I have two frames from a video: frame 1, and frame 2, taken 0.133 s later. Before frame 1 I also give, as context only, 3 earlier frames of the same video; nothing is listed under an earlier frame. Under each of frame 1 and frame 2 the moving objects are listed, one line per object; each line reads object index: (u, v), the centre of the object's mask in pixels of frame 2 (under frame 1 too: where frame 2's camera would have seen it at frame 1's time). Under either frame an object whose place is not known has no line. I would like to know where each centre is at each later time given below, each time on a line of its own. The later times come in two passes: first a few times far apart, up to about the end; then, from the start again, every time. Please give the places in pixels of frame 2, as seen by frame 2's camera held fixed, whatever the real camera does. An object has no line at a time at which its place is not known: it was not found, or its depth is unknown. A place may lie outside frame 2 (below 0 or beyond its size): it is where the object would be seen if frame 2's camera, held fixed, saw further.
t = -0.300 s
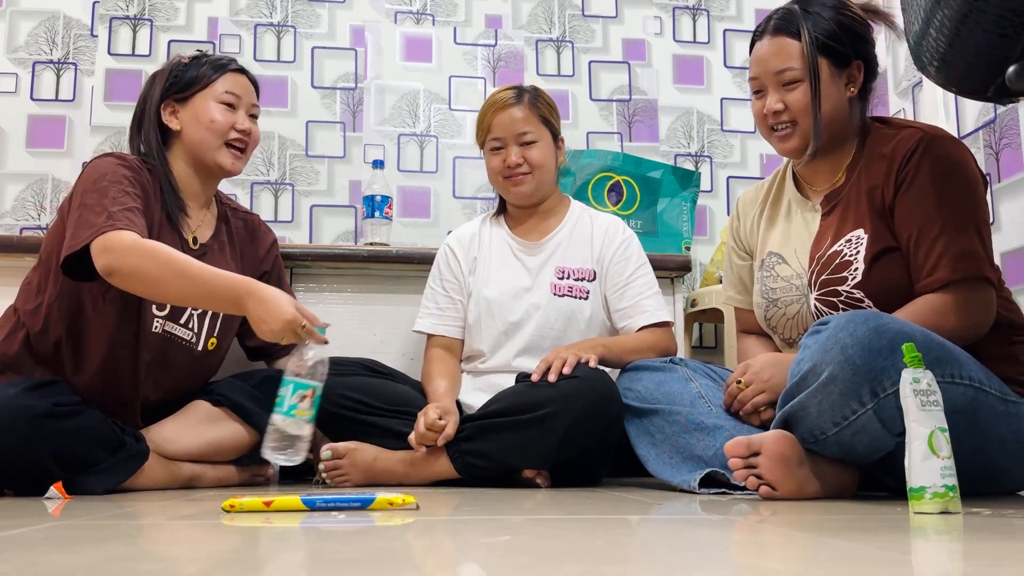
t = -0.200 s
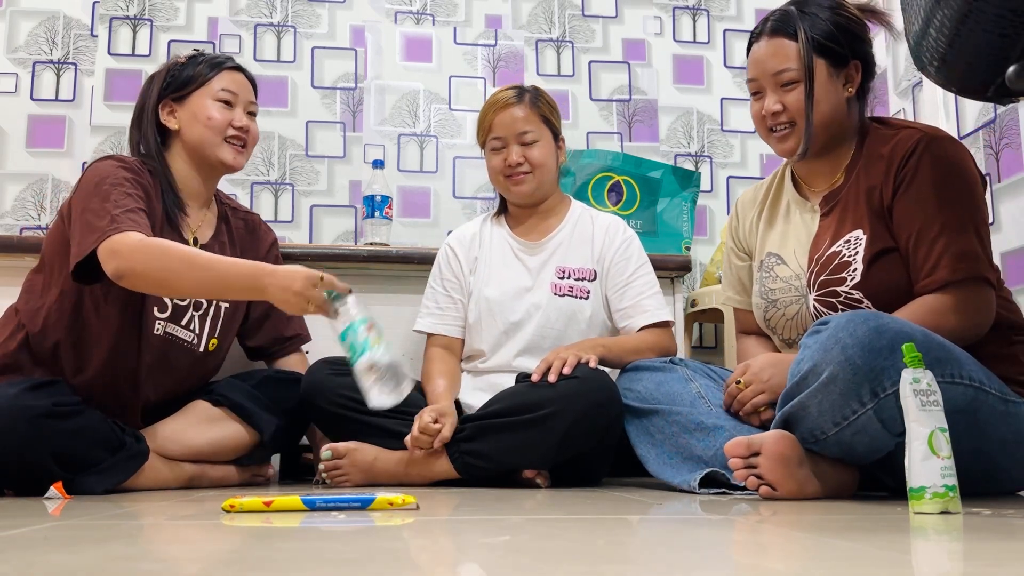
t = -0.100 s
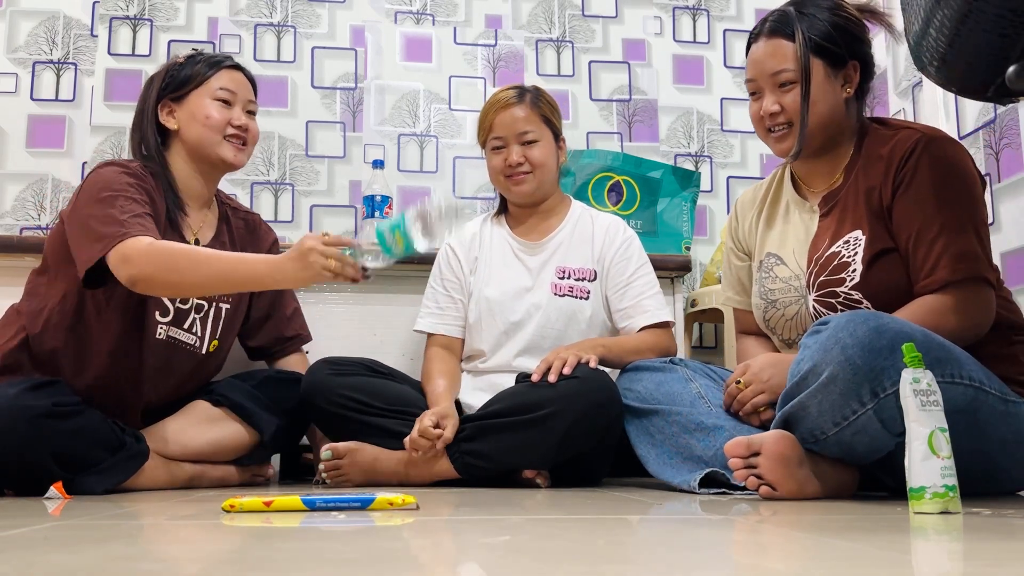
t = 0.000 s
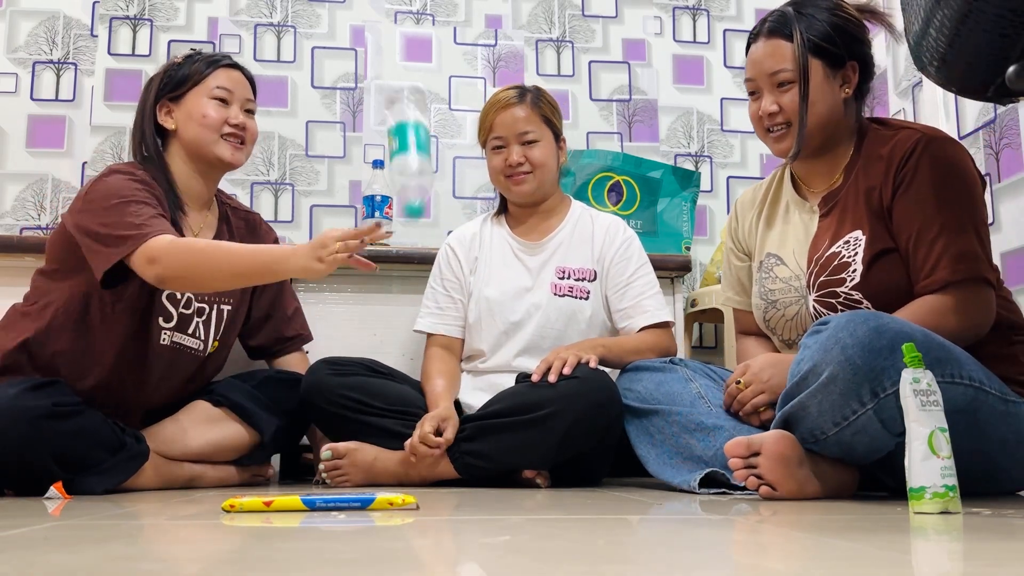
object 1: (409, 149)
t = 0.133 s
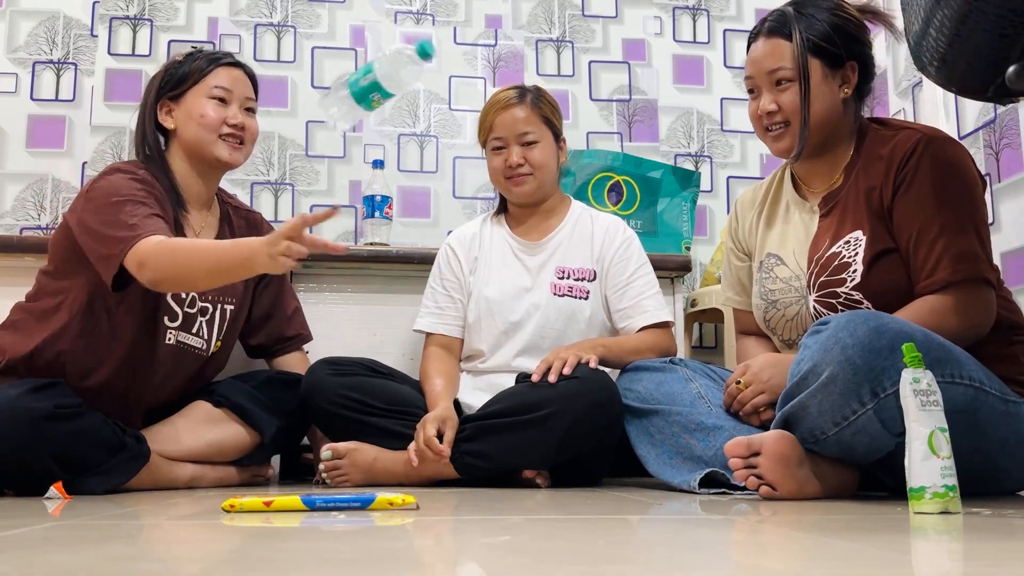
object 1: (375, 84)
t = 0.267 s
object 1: (313, 164)
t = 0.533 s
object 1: (175, 454)
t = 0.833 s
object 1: (147, 474)
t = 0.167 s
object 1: (358, 94)
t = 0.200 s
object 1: (342, 110)
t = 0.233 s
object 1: (329, 132)
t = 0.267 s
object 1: (313, 164)
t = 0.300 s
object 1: (298, 203)
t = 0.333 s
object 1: (282, 249)
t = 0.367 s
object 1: (265, 305)
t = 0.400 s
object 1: (249, 365)
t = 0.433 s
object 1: (229, 426)
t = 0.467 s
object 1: (208, 430)
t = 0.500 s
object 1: (190, 438)
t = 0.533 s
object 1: (175, 454)
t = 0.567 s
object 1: (167, 472)
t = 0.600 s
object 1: (154, 473)
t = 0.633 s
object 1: (145, 474)
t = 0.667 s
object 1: (146, 474)
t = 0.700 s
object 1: (147, 474)
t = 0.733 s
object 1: (147, 474)
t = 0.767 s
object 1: (147, 474)
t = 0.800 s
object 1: (147, 474)
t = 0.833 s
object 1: (147, 474)
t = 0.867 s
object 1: (147, 474)
